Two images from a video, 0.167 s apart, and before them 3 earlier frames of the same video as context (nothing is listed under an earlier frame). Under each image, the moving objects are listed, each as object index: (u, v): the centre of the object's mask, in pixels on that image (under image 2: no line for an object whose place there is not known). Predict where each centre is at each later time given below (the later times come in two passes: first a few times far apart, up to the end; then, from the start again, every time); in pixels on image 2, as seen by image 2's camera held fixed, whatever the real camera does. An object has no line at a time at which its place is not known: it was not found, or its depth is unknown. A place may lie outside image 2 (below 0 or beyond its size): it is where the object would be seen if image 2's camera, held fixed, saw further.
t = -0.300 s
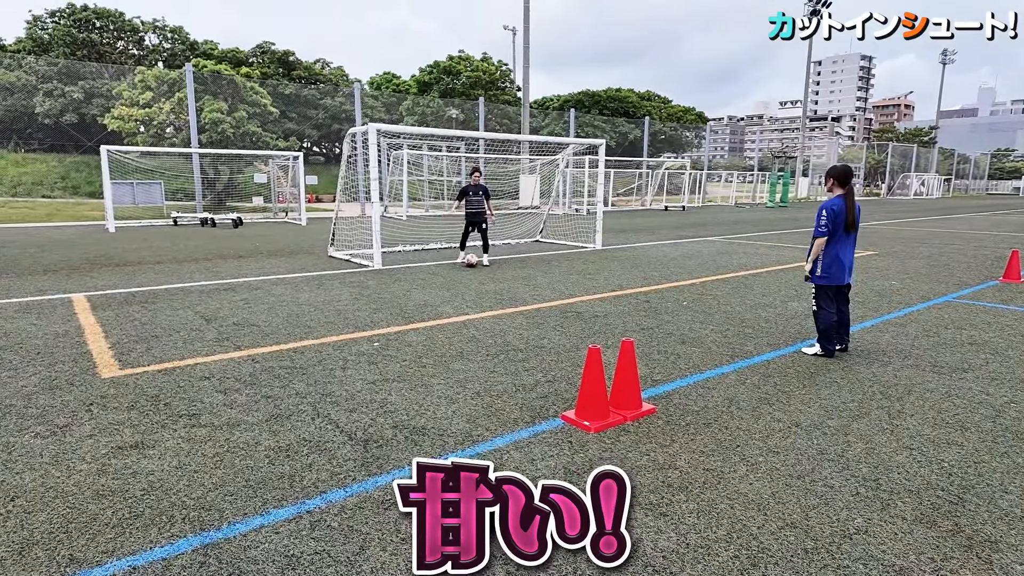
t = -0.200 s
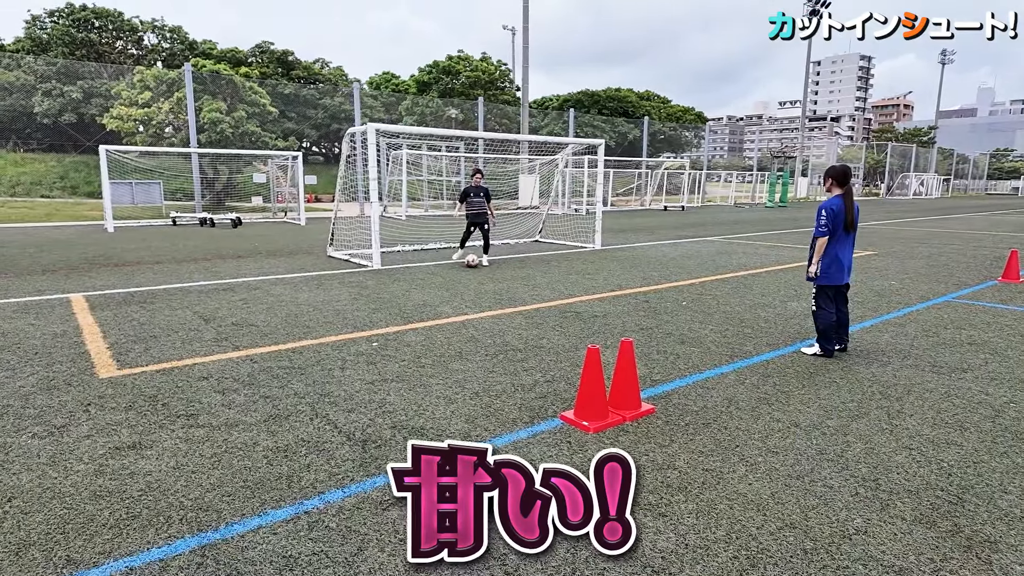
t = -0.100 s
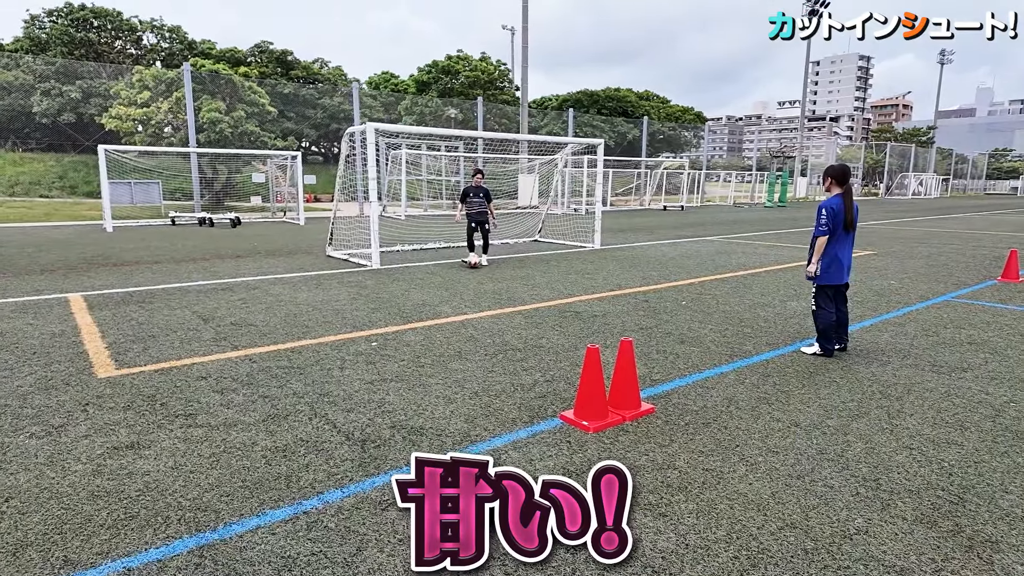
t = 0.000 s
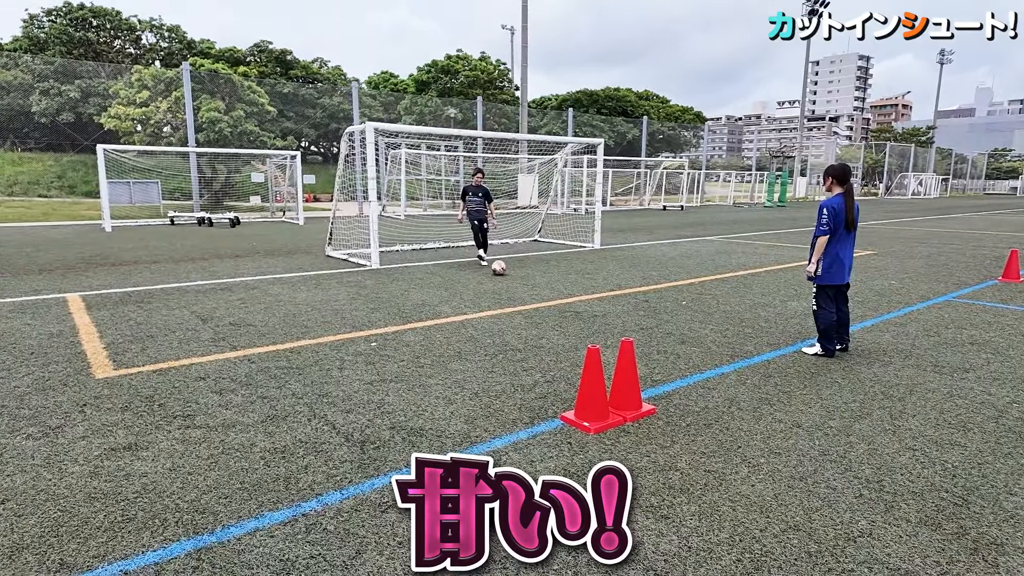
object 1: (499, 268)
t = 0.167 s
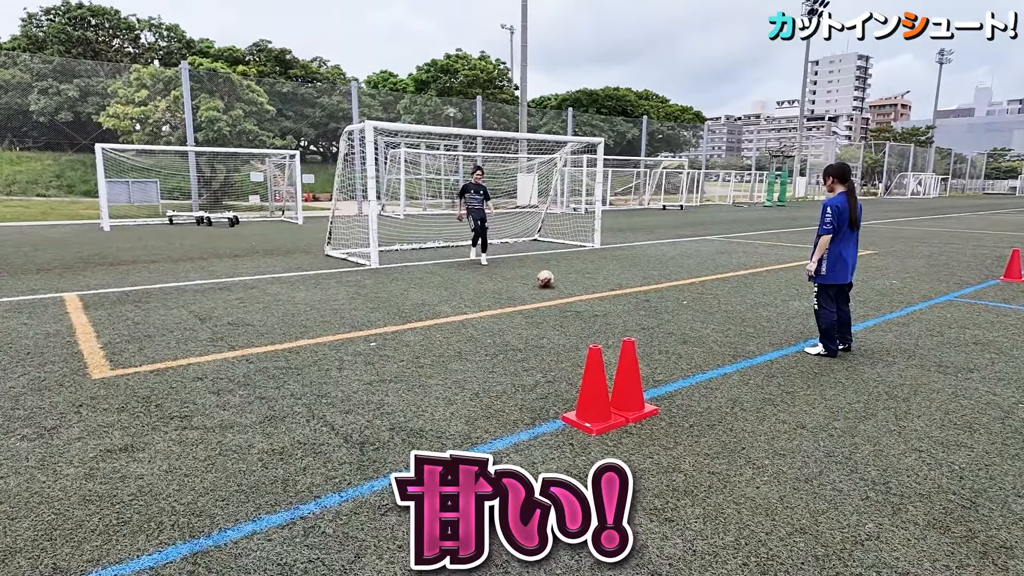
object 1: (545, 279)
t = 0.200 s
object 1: (556, 282)
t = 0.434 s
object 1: (633, 301)
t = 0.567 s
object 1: (682, 313)
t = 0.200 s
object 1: (556, 282)
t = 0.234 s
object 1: (566, 284)
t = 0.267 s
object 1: (576, 287)
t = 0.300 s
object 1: (587, 290)
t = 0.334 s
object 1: (598, 293)
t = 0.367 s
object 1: (610, 295)
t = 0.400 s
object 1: (621, 298)
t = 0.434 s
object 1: (633, 301)
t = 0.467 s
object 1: (645, 303)
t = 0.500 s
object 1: (657, 306)
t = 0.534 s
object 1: (669, 311)
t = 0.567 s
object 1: (682, 313)
